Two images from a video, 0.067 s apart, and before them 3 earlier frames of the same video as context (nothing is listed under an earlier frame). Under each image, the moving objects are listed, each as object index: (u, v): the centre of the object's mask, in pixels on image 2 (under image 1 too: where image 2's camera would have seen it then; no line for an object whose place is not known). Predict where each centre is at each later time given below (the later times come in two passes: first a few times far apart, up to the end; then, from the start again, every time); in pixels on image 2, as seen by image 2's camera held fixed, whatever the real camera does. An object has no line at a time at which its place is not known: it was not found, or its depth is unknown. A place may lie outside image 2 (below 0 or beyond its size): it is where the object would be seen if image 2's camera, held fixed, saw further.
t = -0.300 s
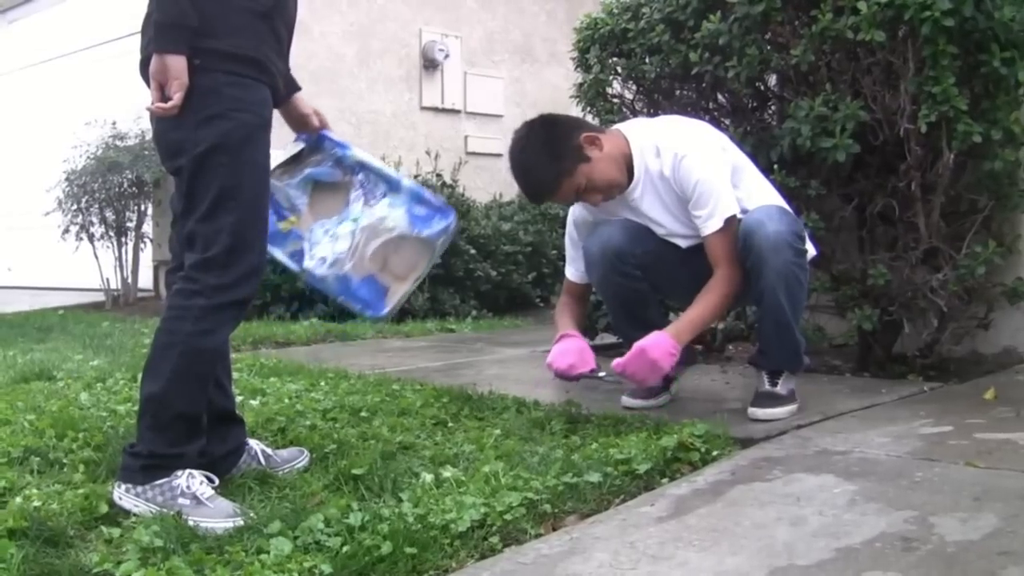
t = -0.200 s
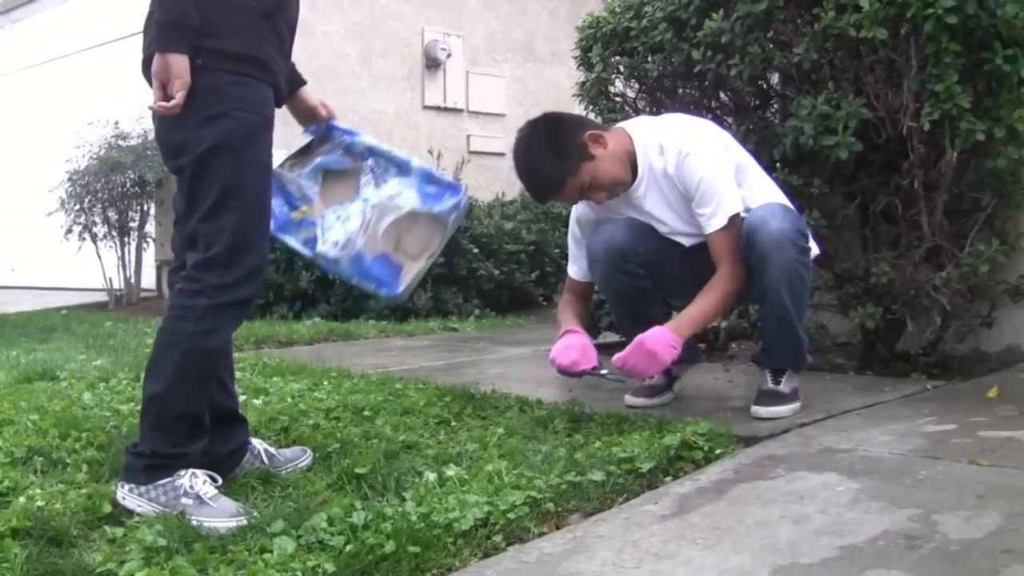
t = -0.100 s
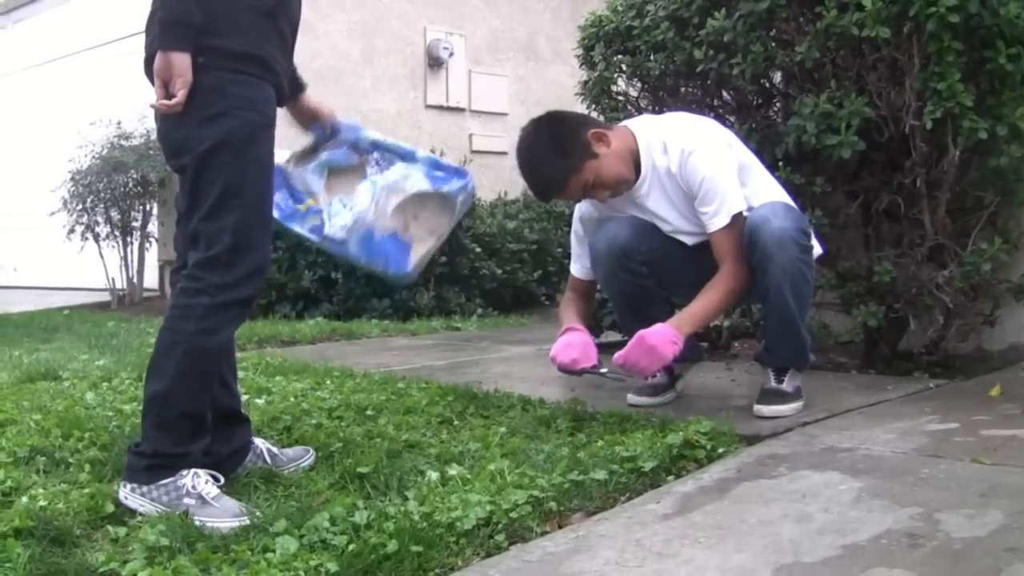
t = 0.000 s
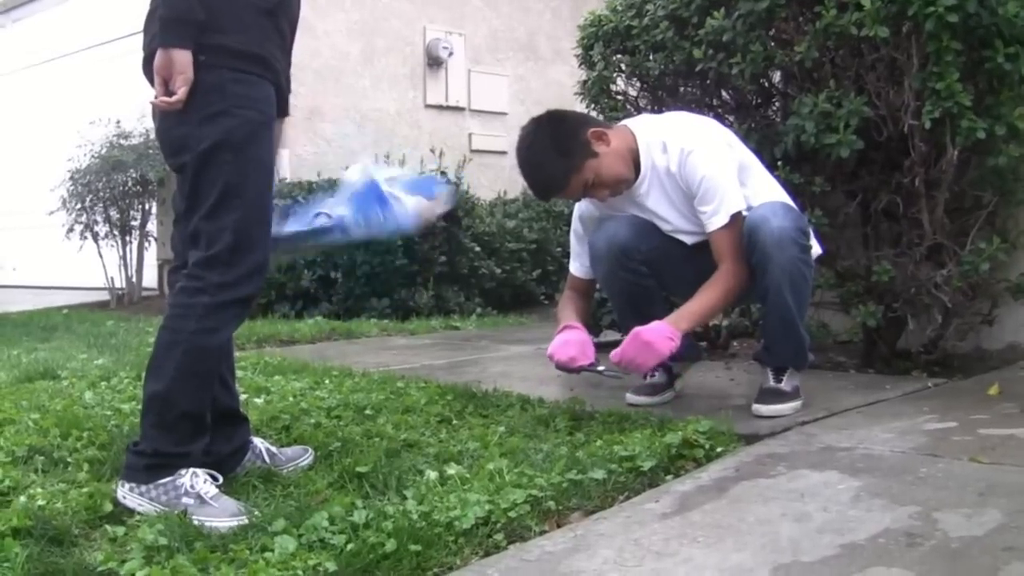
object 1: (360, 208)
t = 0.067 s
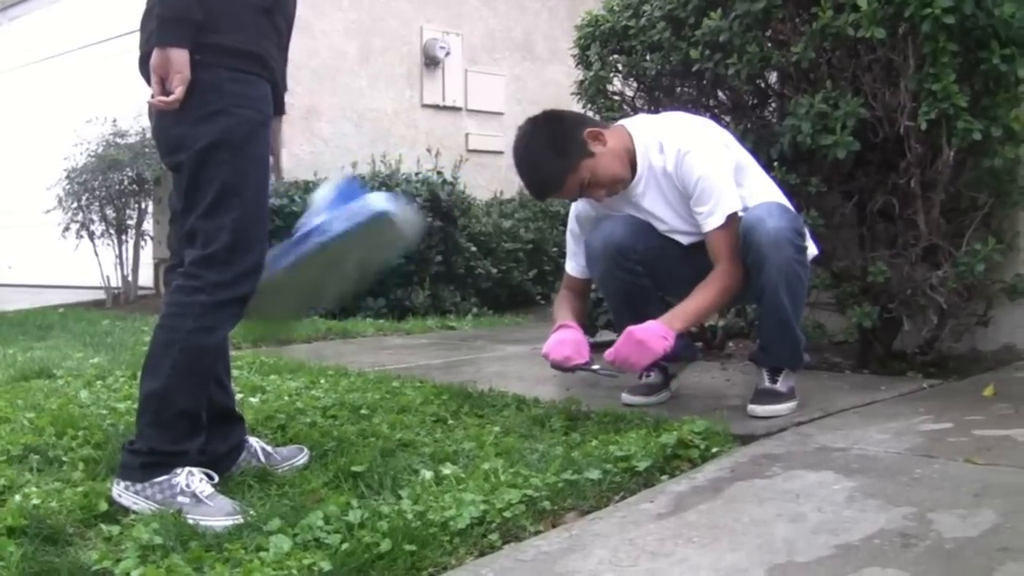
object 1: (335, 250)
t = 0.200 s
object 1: (298, 337)
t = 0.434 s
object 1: (294, 352)
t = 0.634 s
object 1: (283, 362)
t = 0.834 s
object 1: (275, 375)
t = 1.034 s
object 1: (276, 379)
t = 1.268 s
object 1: (275, 379)
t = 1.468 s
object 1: (273, 379)
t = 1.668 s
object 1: (272, 378)
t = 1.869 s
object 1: (271, 378)
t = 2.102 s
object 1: (271, 378)
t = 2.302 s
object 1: (271, 378)
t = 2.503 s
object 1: (271, 378)
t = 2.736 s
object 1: (271, 378)
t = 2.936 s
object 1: (272, 378)
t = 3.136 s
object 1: (272, 378)
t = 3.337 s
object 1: (272, 378)
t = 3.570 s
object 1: (273, 378)
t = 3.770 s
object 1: (273, 378)
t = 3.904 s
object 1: (274, 377)
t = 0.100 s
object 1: (321, 278)
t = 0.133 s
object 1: (308, 311)
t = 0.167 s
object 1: (301, 334)
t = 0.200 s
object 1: (298, 337)
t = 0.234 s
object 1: (296, 333)
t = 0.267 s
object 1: (296, 332)
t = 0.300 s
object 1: (296, 333)
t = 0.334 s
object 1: (295, 338)
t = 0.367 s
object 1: (296, 343)
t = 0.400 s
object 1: (295, 349)
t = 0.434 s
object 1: (294, 352)
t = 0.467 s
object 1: (293, 349)
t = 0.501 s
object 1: (292, 349)
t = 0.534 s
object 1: (291, 351)
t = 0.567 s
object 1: (289, 355)
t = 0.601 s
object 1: (286, 359)
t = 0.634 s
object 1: (283, 362)
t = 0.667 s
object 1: (282, 365)
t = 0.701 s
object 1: (281, 368)
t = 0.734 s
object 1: (281, 371)
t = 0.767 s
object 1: (281, 373)
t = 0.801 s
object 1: (278, 374)
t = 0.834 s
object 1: (275, 375)
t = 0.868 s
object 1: (273, 376)
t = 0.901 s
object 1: (273, 377)
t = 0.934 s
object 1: (273, 377)
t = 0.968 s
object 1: (274, 377)
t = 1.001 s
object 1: (275, 378)
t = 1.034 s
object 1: (276, 379)
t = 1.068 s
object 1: (276, 379)
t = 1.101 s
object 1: (276, 379)
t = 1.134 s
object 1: (275, 379)
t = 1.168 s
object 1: (275, 379)
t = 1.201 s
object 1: (275, 379)
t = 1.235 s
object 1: (275, 379)
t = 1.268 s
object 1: (275, 379)
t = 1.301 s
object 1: (274, 379)
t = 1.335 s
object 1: (274, 379)
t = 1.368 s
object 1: (274, 379)
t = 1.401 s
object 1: (273, 379)
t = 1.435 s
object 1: (273, 379)
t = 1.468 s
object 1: (273, 379)
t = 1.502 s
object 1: (272, 379)
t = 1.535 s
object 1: (272, 379)
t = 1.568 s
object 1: (272, 379)
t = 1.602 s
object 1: (272, 378)
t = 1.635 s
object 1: (272, 378)
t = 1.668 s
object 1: (272, 378)
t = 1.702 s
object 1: (272, 378)
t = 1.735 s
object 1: (272, 378)
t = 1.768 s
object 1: (271, 378)
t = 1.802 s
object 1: (271, 378)
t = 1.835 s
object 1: (271, 378)
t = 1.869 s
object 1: (271, 378)
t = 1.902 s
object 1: (271, 378)
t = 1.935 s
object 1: (271, 378)
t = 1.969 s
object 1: (271, 378)
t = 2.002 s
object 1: (271, 378)
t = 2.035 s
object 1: (271, 378)
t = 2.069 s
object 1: (271, 378)
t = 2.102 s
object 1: (271, 378)
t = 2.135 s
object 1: (271, 378)
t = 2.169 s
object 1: (271, 378)
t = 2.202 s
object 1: (271, 378)
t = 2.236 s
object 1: (271, 378)
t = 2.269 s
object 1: (271, 378)
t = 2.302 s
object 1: (271, 378)
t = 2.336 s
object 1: (271, 378)
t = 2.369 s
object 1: (271, 378)
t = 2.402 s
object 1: (271, 378)
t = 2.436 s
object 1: (271, 378)
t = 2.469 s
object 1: (271, 378)
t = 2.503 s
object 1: (271, 378)
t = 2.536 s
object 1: (271, 378)
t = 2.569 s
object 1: (271, 378)
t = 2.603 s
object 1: (271, 378)
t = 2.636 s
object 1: (271, 378)
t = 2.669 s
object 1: (271, 378)
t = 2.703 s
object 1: (271, 378)
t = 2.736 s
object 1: (271, 378)
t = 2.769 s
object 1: (271, 378)
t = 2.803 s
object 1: (271, 378)
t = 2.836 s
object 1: (271, 378)
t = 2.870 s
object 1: (272, 378)
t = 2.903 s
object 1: (272, 378)
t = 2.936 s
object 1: (272, 378)
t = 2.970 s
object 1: (272, 378)
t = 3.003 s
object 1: (272, 378)
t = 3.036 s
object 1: (272, 378)
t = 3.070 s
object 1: (272, 378)
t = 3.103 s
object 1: (272, 378)
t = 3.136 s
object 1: (272, 378)
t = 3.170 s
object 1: (272, 378)
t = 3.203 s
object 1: (272, 378)
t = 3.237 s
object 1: (272, 378)
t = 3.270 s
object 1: (272, 378)
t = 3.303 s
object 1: (272, 378)
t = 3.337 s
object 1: (272, 378)
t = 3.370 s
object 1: (273, 378)
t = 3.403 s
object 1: (273, 378)
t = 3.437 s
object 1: (273, 378)
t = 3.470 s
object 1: (273, 378)
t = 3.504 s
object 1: (273, 378)
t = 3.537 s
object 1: (273, 378)
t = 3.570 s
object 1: (273, 378)
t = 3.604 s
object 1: (273, 378)
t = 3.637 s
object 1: (273, 378)
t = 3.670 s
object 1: (273, 379)
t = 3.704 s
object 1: (273, 378)
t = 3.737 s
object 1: (273, 379)
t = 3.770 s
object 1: (273, 378)
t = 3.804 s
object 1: (273, 378)
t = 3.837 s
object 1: (274, 378)
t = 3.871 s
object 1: (274, 377)
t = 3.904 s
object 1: (274, 377)
